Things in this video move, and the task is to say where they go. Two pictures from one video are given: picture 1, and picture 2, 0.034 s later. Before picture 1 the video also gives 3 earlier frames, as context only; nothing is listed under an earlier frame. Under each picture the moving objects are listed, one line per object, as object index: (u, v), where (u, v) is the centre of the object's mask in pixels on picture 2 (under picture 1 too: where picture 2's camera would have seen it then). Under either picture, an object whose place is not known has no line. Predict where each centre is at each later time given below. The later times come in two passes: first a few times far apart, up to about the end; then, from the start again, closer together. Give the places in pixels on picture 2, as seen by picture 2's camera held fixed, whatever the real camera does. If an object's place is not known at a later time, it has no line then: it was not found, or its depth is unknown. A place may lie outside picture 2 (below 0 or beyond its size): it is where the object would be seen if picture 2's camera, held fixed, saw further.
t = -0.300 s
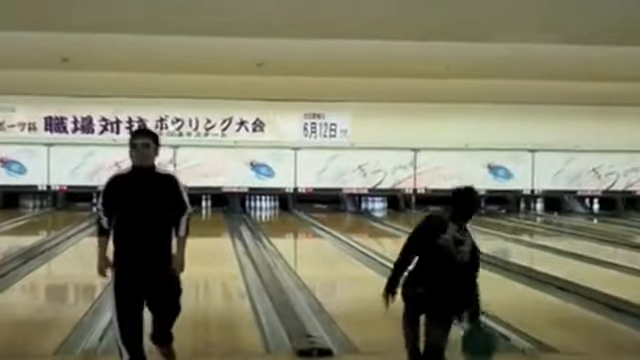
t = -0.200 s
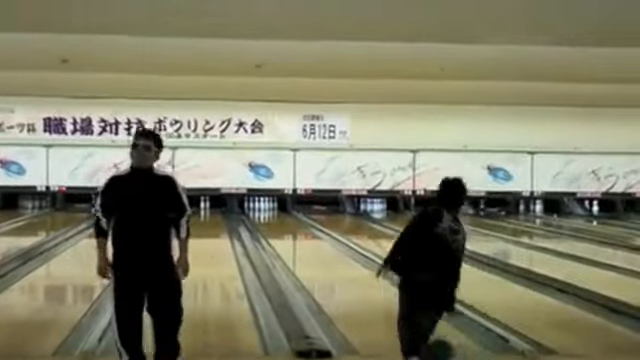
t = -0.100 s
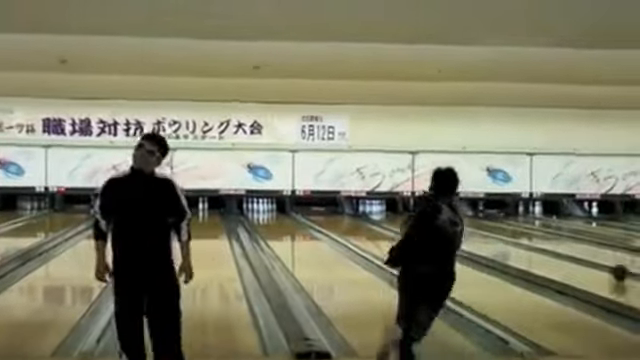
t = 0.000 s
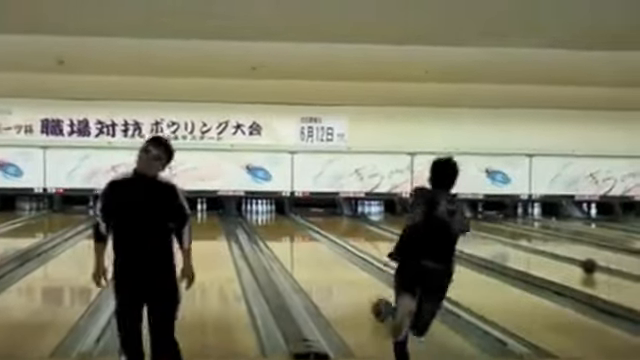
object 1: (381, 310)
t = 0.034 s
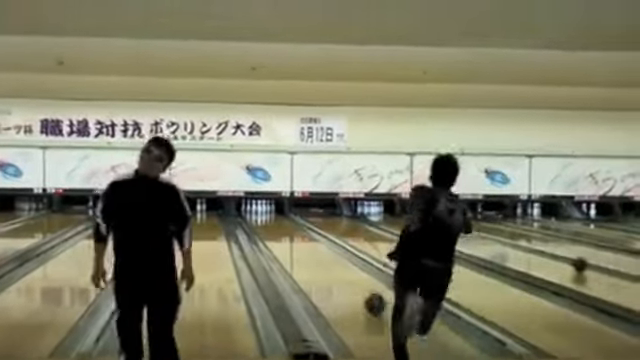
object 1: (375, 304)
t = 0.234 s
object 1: (344, 277)
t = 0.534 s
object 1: (318, 252)
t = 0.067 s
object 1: (368, 299)
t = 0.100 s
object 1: (362, 293)
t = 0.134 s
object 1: (358, 288)
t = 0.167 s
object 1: (352, 284)
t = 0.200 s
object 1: (348, 280)
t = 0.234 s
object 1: (344, 277)
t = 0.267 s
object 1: (340, 273)
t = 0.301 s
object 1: (337, 271)
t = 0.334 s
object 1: (334, 267)
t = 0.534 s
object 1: (318, 252)
